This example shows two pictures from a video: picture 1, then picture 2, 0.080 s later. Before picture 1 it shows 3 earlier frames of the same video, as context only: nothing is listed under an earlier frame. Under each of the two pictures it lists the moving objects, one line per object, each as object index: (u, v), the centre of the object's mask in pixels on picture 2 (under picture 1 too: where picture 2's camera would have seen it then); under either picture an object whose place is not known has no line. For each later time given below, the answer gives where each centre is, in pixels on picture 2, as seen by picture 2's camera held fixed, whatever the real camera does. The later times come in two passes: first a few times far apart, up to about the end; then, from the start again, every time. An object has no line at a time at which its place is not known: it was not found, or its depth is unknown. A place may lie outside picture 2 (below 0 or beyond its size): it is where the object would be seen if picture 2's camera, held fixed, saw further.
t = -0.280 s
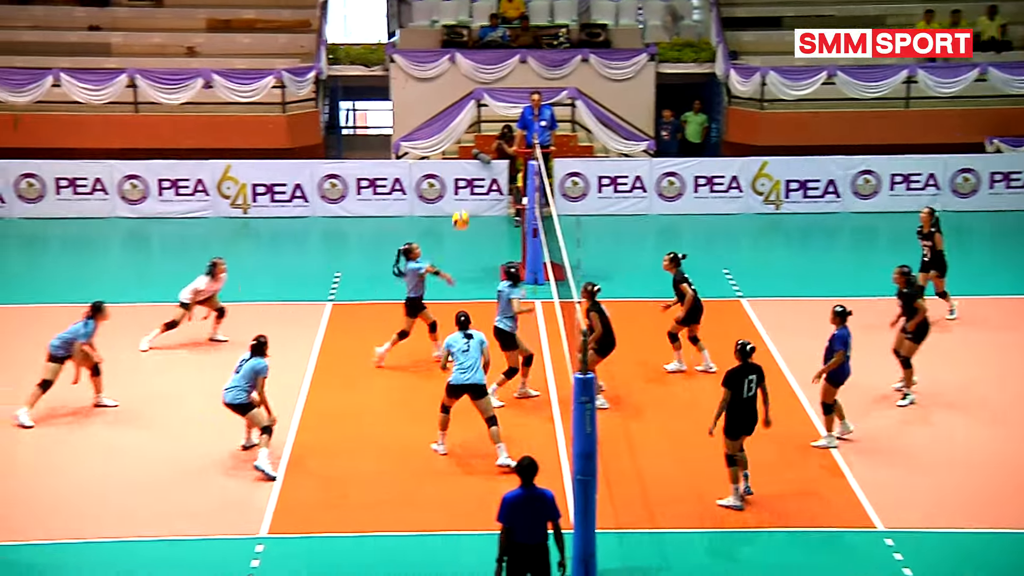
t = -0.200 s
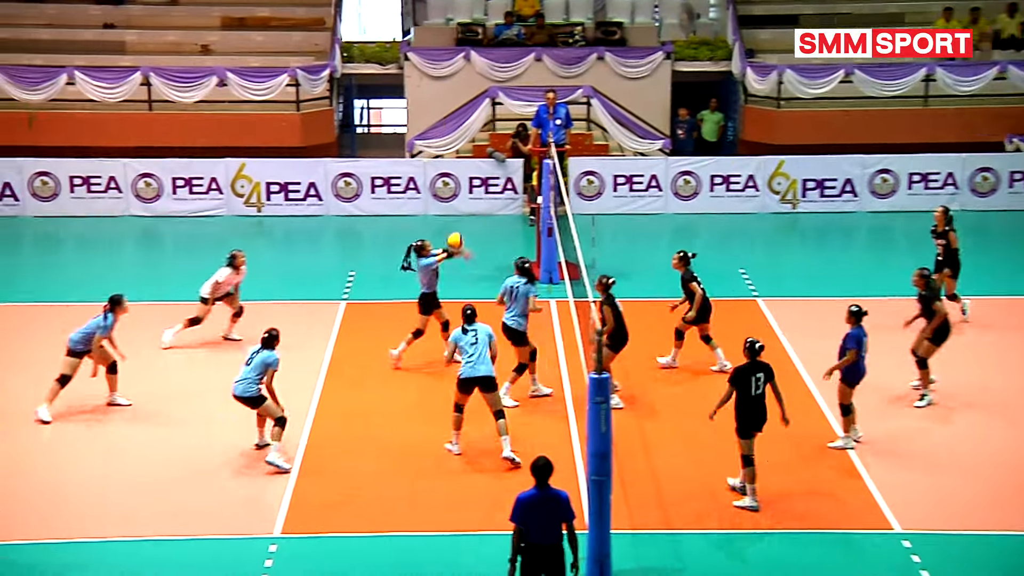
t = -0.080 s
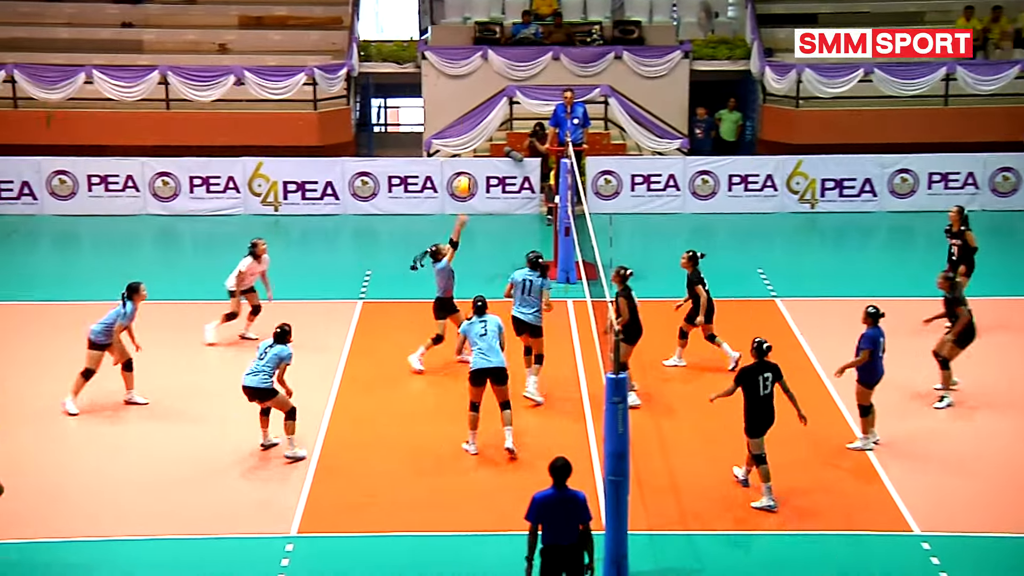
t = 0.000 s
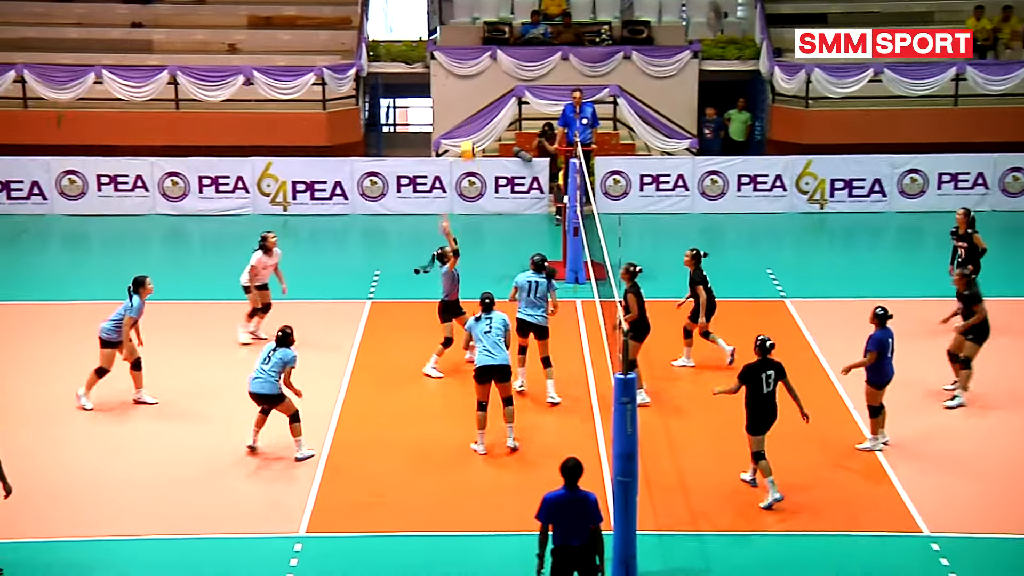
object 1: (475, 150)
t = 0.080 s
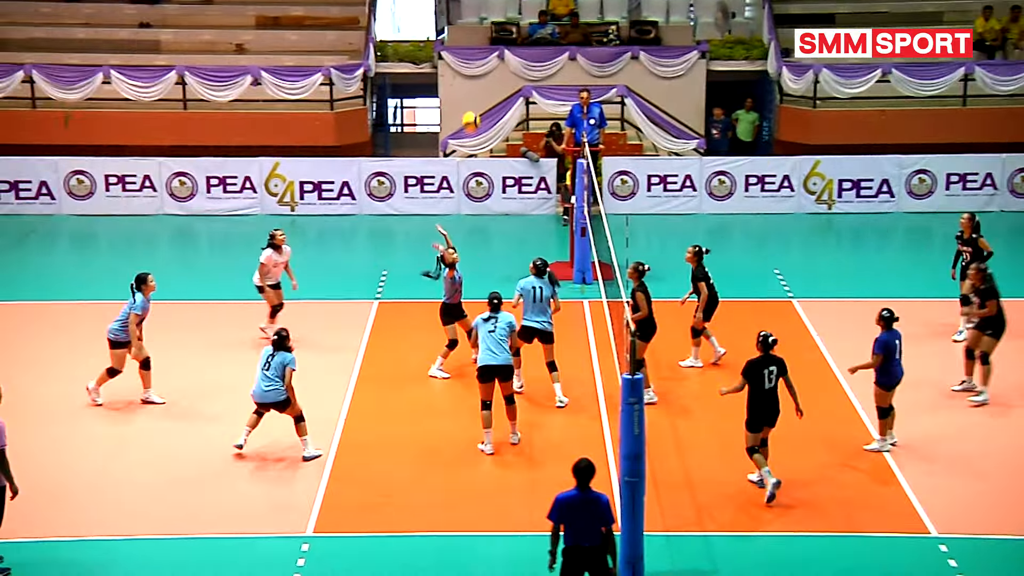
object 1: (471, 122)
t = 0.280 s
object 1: (459, 68)
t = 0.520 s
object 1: (445, 51)
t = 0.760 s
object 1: (432, 84)
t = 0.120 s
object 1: (468, 108)
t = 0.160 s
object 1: (466, 95)
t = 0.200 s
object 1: (464, 85)
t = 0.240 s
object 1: (461, 76)
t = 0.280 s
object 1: (459, 68)
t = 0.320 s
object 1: (457, 62)
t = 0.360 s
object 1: (454, 57)
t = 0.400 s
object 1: (451, 54)
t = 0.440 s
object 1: (449, 51)
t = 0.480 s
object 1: (447, 50)
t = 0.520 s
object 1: (445, 51)
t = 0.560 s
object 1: (443, 52)
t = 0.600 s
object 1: (440, 56)
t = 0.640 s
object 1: (438, 60)
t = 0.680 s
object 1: (436, 67)
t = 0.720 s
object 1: (434, 75)
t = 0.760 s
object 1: (432, 84)
